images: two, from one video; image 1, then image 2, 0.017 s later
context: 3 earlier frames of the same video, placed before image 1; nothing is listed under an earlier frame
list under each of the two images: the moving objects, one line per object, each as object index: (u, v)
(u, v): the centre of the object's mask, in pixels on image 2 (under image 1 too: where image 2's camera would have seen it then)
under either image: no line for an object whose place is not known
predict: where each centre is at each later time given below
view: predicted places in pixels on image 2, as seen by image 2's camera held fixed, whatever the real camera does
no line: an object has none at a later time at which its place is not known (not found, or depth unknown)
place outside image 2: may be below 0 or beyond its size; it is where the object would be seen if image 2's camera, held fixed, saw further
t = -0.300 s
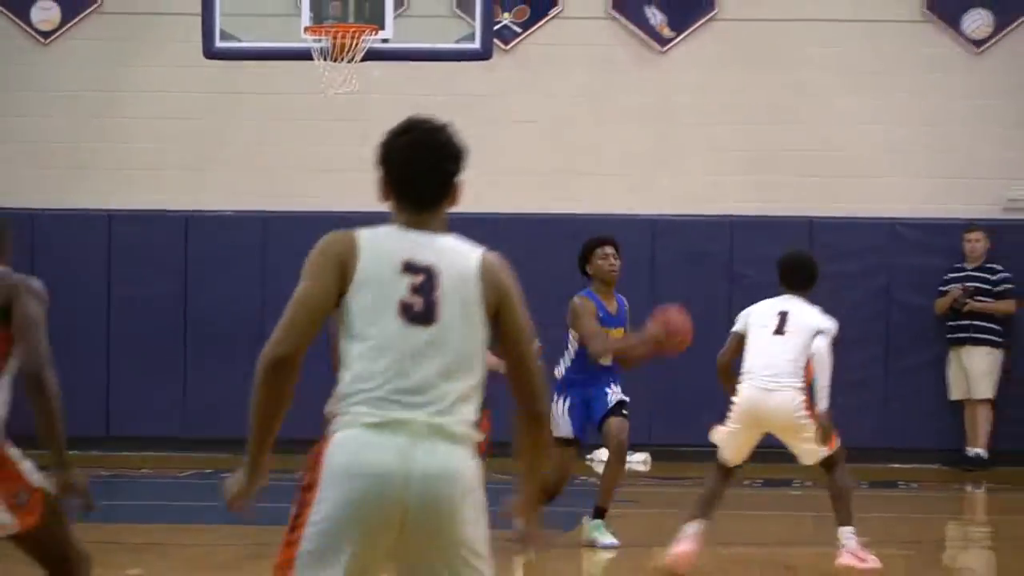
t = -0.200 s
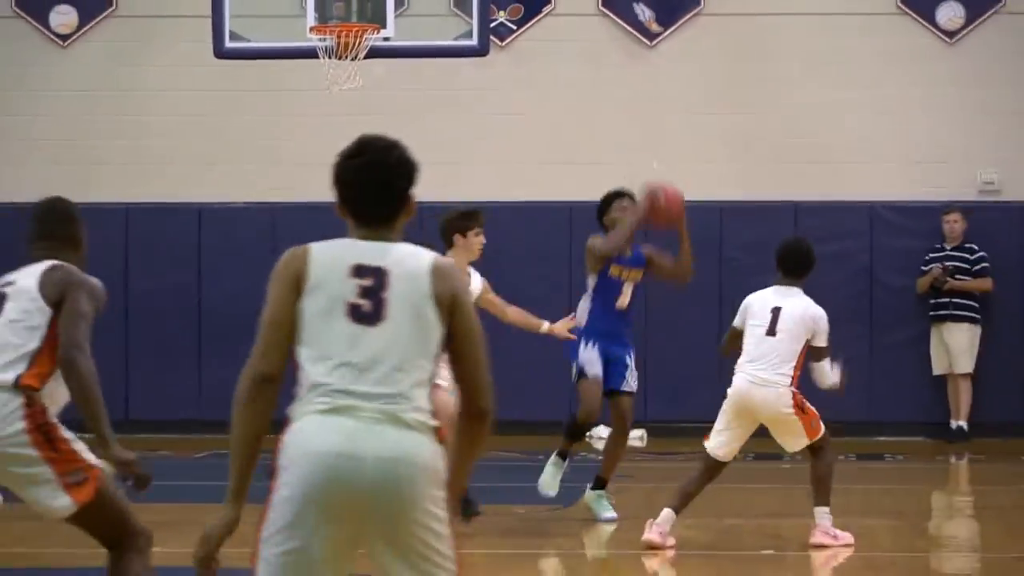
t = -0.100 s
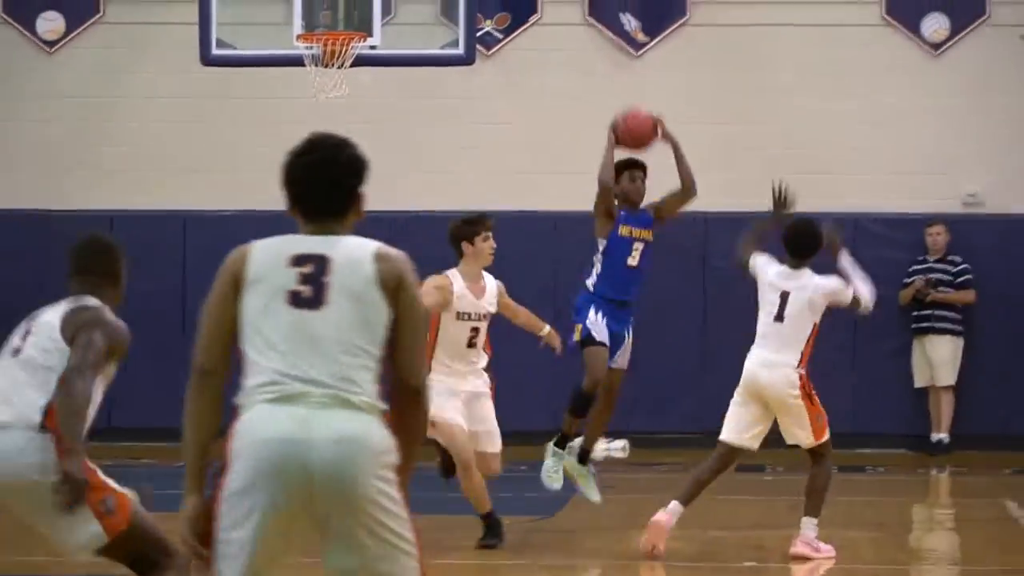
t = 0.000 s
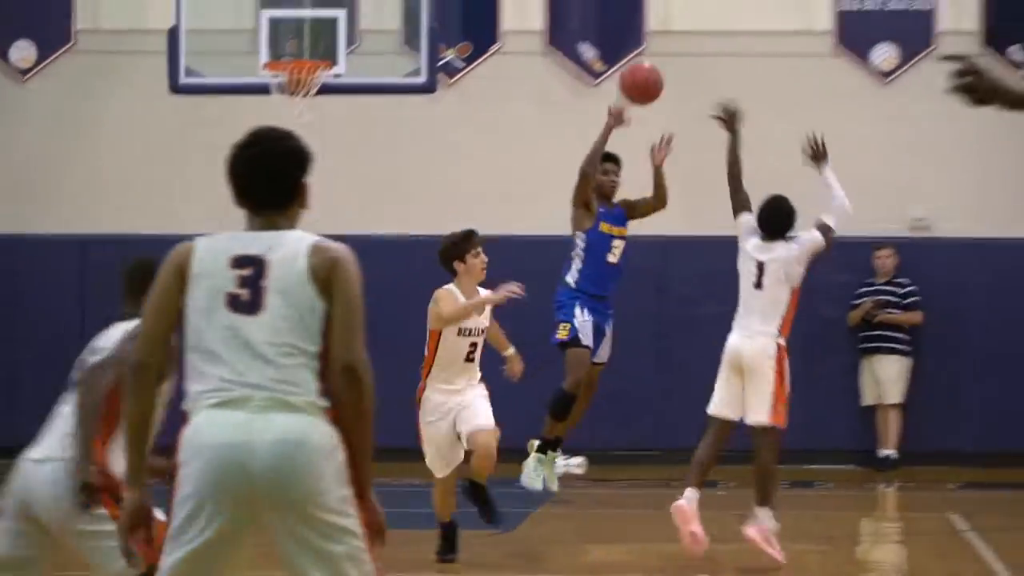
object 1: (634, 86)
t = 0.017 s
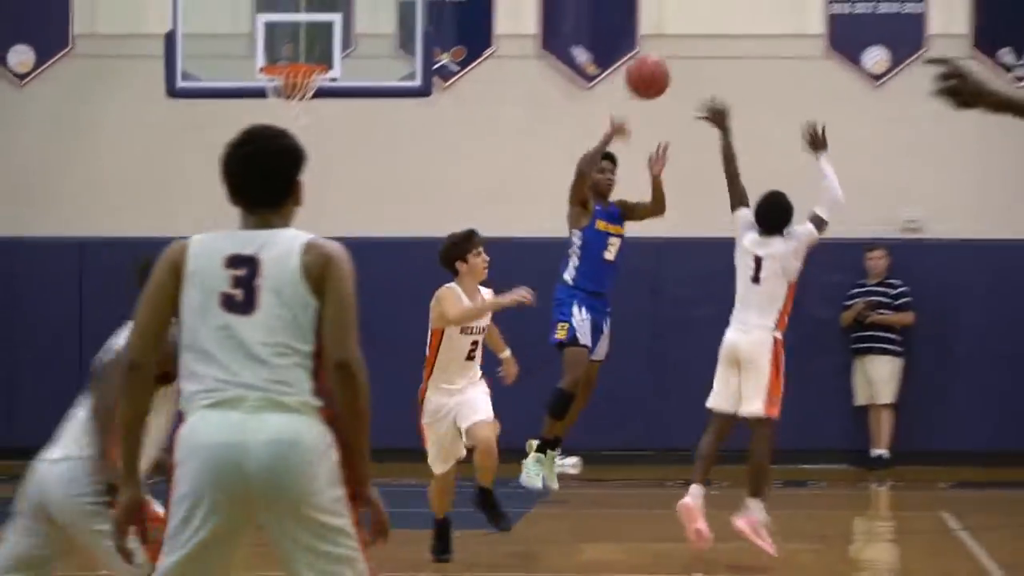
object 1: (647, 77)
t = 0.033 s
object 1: (661, 69)
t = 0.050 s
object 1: (674, 60)
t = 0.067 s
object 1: (688, 52)
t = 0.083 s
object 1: (702, 45)
